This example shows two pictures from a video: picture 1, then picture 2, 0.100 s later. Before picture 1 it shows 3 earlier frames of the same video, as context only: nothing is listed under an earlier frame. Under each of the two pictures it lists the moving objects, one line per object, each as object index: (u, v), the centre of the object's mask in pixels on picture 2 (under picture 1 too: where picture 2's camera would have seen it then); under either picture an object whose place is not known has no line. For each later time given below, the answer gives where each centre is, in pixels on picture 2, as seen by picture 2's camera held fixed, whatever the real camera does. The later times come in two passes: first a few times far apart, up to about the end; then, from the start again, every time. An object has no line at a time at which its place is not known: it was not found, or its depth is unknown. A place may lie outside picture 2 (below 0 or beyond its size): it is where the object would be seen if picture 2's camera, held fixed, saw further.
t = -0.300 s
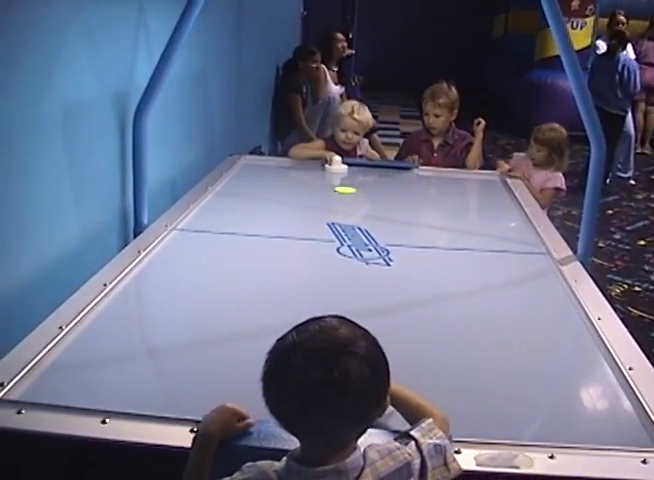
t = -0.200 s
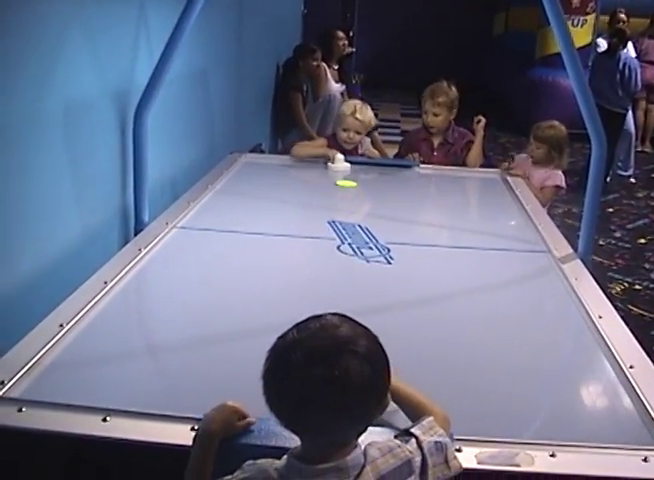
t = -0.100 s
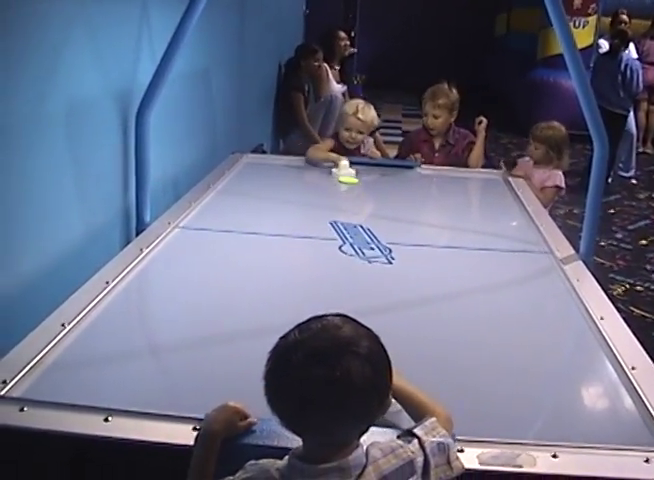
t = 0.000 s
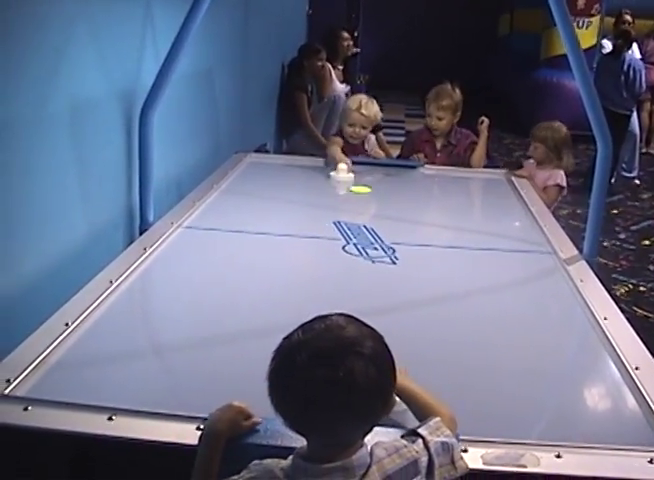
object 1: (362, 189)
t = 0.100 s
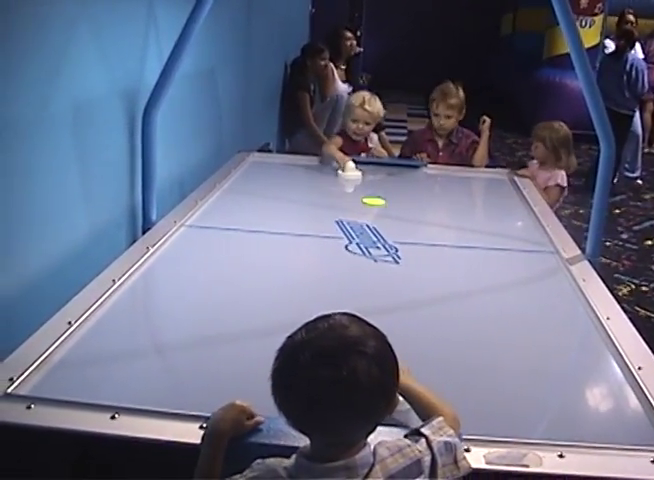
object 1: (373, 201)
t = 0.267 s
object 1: (394, 225)
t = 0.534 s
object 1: (439, 277)
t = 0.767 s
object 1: (494, 347)
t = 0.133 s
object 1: (376, 205)
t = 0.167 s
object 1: (380, 210)
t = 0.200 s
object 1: (385, 215)
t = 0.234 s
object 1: (390, 220)
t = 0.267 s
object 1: (394, 225)
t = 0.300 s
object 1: (399, 230)
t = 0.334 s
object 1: (404, 237)
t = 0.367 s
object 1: (409, 243)
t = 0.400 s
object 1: (415, 249)
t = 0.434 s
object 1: (420, 255)
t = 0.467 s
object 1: (426, 262)
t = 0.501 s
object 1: (432, 270)
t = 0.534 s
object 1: (439, 277)
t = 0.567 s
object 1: (446, 286)
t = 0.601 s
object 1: (452, 295)
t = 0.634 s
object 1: (460, 304)
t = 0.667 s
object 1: (468, 314)
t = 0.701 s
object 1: (477, 324)
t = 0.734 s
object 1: (485, 335)
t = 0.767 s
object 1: (494, 347)
